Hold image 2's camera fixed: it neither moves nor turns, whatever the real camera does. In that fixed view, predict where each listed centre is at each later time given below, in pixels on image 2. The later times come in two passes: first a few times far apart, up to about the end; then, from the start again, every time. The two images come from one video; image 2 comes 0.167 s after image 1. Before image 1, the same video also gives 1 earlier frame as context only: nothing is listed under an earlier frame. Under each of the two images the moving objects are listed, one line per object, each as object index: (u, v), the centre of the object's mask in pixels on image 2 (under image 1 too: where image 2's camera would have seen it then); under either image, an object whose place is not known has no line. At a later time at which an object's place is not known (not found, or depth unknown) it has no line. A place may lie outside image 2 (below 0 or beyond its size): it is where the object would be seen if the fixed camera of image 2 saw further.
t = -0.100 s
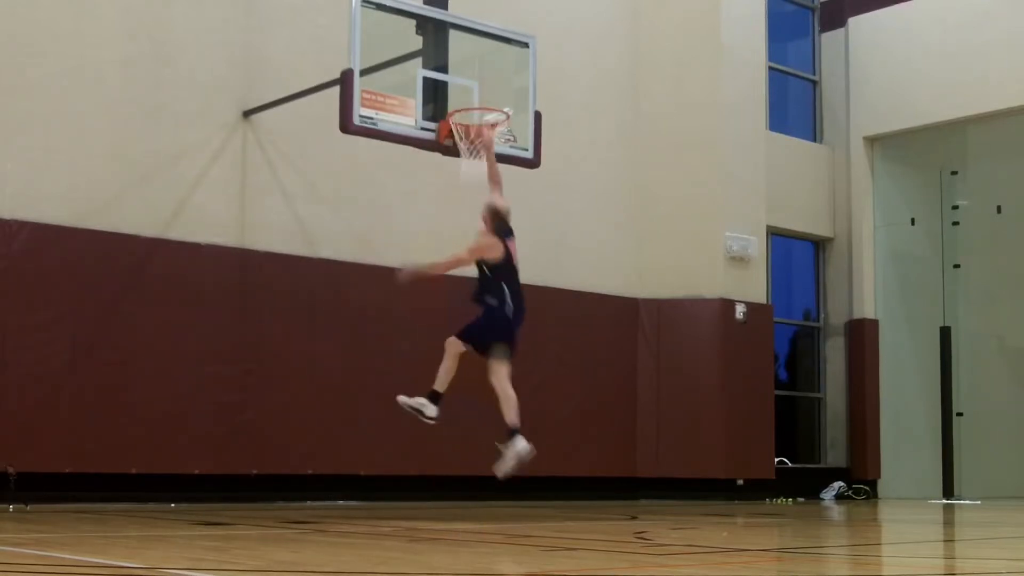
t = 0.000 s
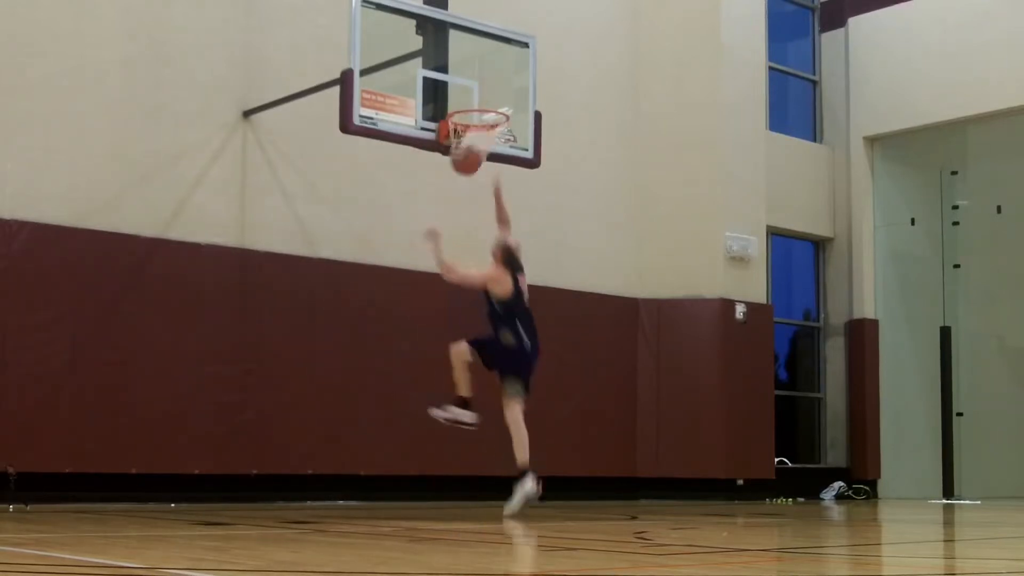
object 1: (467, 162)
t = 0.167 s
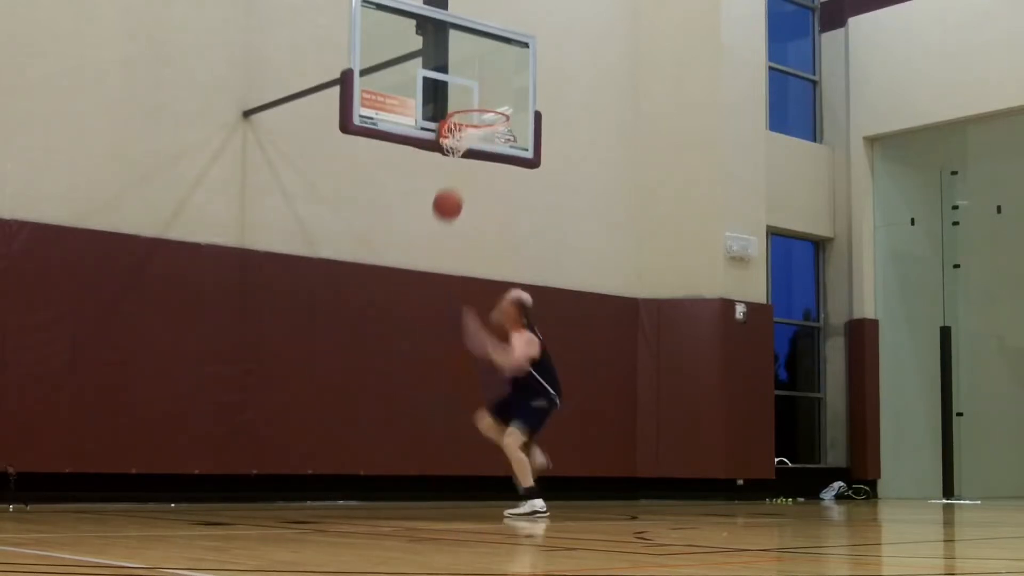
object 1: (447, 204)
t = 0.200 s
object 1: (444, 217)
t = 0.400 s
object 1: (421, 327)
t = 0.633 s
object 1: (394, 481)
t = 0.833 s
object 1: (393, 378)
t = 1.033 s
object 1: (390, 322)
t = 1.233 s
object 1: (387, 315)
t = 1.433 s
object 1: (381, 361)
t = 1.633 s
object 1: (374, 471)
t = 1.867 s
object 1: (367, 421)
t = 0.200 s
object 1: (444, 217)
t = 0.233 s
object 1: (440, 233)
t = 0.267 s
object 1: (436, 248)
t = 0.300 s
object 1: (432, 265)
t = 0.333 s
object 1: (429, 288)
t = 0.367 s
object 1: (425, 305)
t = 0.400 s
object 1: (421, 327)
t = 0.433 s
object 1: (416, 350)
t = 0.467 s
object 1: (412, 376)
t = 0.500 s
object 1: (408, 403)
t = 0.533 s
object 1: (403, 433)
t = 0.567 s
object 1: (398, 466)
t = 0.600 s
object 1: (395, 488)
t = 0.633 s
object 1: (394, 481)
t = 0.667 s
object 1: (394, 463)
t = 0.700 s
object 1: (393, 443)
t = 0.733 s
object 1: (394, 423)
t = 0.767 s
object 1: (393, 408)
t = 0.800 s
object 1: (393, 393)
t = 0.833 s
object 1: (393, 378)
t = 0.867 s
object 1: (392, 366)
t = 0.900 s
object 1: (392, 354)
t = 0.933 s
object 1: (392, 344)
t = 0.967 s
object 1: (391, 336)
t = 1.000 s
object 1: (391, 328)
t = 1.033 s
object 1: (390, 322)
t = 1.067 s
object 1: (389, 317)
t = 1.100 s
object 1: (389, 314)
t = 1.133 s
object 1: (388, 312)
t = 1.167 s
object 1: (388, 312)
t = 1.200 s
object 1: (387, 313)
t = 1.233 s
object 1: (387, 315)
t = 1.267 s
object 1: (386, 319)
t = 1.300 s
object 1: (385, 324)
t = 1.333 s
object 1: (384, 331)
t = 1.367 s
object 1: (383, 339)
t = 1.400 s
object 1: (382, 349)
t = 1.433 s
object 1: (381, 361)
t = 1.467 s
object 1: (380, 375)
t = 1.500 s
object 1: (379, 390)
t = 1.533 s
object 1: (378, 408)
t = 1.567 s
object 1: (377, 427)
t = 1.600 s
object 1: (376, 446)
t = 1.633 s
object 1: (374, 471)
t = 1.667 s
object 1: (373, 491)
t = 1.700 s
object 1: (372, 490)
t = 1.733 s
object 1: (371, 473)
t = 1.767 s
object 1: (370, 458)
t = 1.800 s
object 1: (369, 445)
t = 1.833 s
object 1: (368, 431)
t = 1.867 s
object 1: (367, 421)
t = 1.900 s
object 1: (367, 412)
